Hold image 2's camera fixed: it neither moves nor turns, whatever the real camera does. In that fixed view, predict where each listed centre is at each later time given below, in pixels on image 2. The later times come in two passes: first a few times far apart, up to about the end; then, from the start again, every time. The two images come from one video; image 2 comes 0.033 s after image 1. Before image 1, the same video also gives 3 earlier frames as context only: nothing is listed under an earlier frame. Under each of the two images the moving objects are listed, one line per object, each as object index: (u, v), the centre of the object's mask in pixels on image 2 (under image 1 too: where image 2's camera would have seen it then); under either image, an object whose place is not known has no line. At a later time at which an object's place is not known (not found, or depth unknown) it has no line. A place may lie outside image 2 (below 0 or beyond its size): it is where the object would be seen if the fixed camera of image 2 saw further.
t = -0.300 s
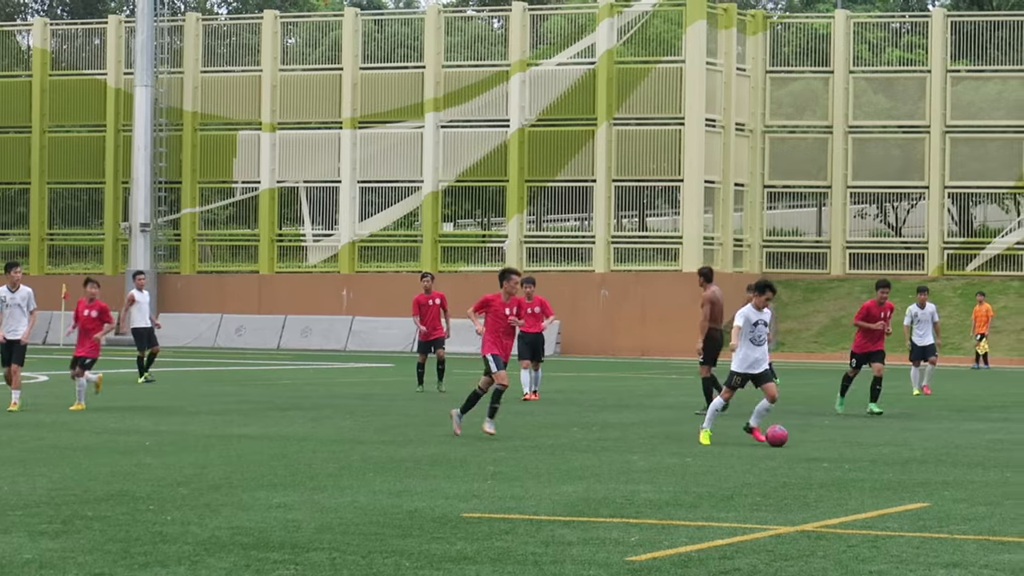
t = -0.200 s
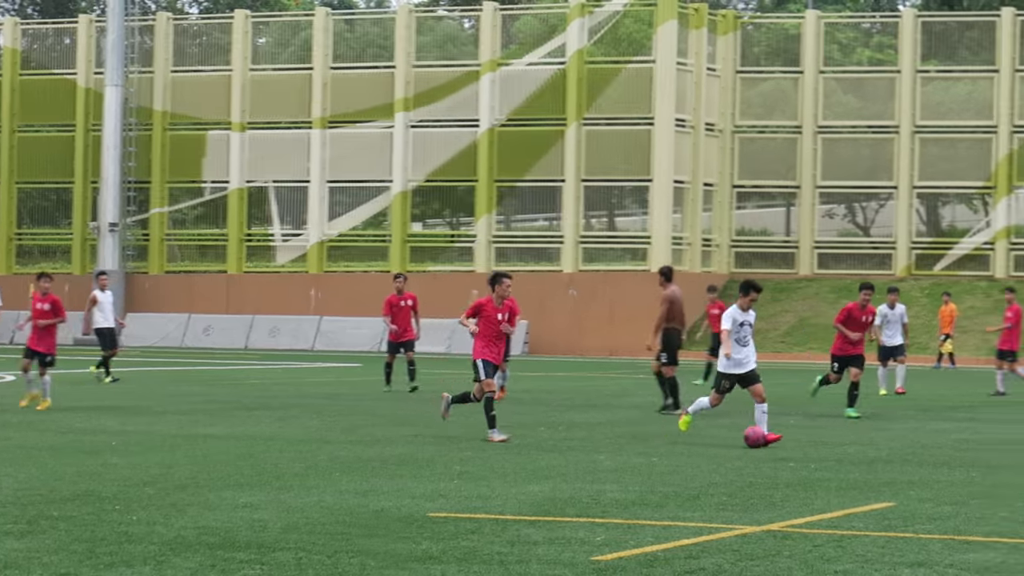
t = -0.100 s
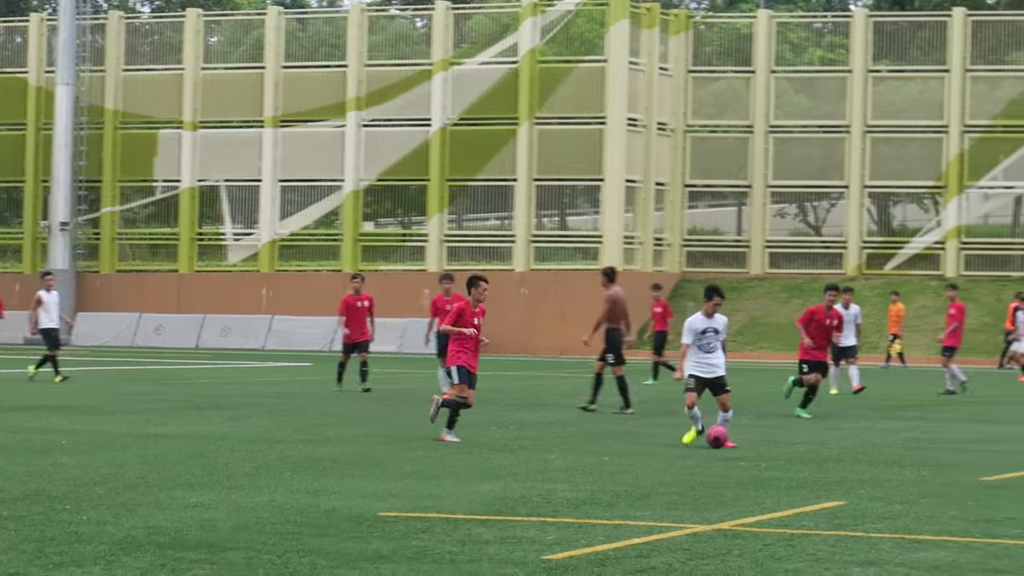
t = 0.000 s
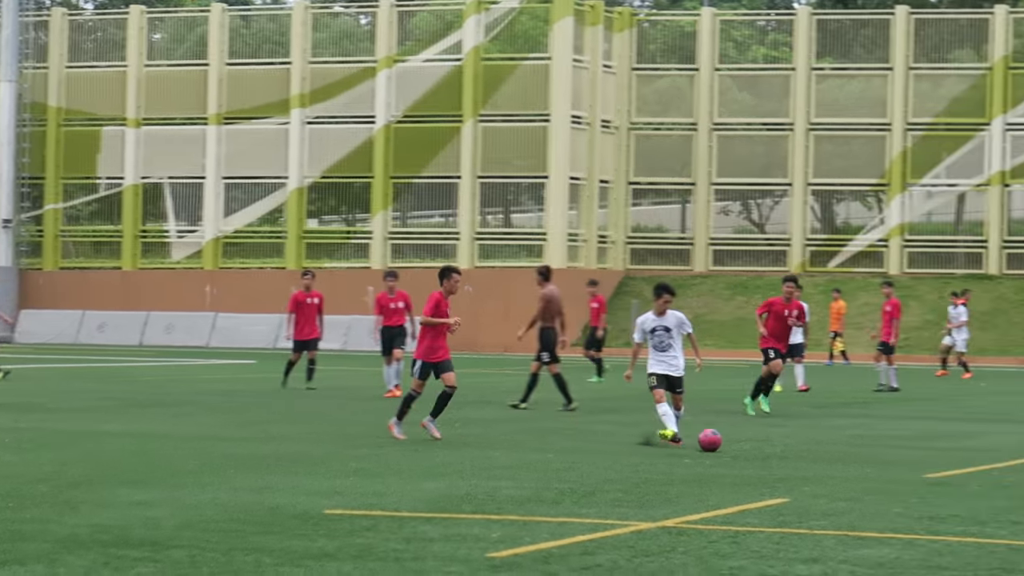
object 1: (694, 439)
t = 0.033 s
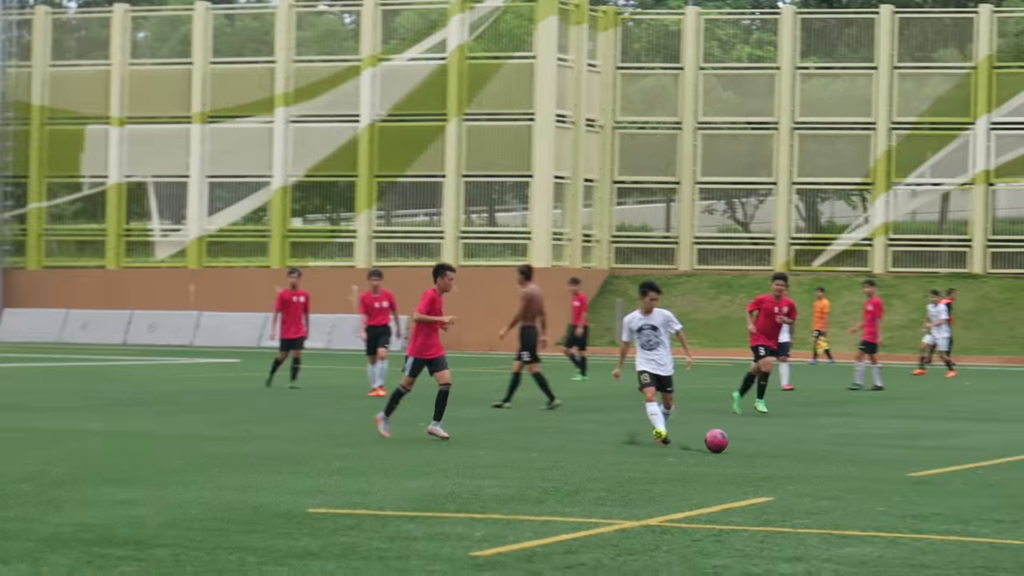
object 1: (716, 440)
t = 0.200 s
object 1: (830, 452)
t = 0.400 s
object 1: (971, 466)
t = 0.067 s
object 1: (739, 443)
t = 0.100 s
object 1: (762, 446)
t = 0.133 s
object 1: (784, 447)
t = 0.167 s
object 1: (807, 449)
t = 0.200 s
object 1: (830, 452)
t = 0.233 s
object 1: (854, 456)
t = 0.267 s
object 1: (877, 457)
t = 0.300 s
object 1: (899, 457)
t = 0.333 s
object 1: (923, 458)
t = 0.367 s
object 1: (947, 461)
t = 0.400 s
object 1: (971, 466)
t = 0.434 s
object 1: (995, 471)
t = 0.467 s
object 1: (1017, 471)
